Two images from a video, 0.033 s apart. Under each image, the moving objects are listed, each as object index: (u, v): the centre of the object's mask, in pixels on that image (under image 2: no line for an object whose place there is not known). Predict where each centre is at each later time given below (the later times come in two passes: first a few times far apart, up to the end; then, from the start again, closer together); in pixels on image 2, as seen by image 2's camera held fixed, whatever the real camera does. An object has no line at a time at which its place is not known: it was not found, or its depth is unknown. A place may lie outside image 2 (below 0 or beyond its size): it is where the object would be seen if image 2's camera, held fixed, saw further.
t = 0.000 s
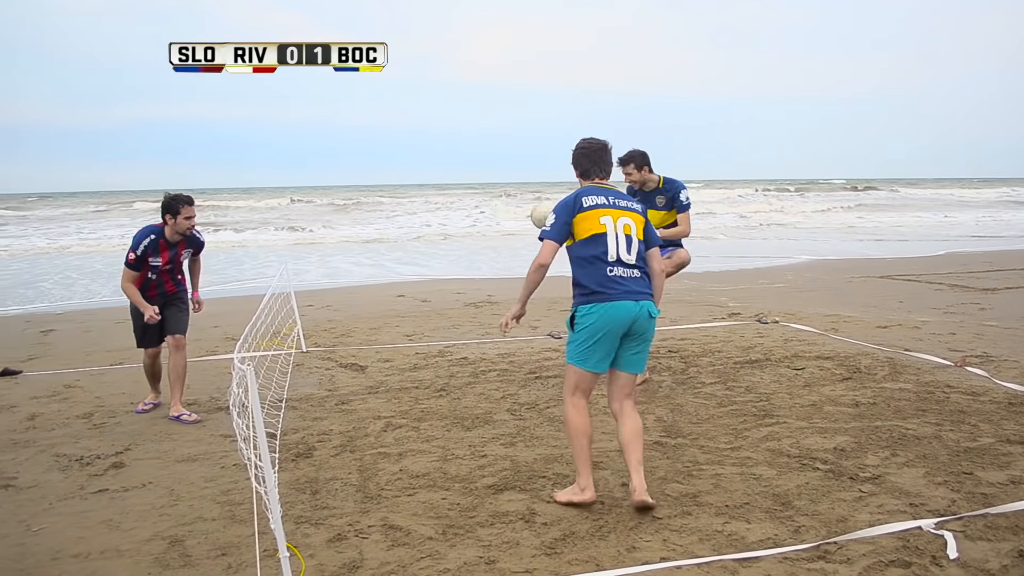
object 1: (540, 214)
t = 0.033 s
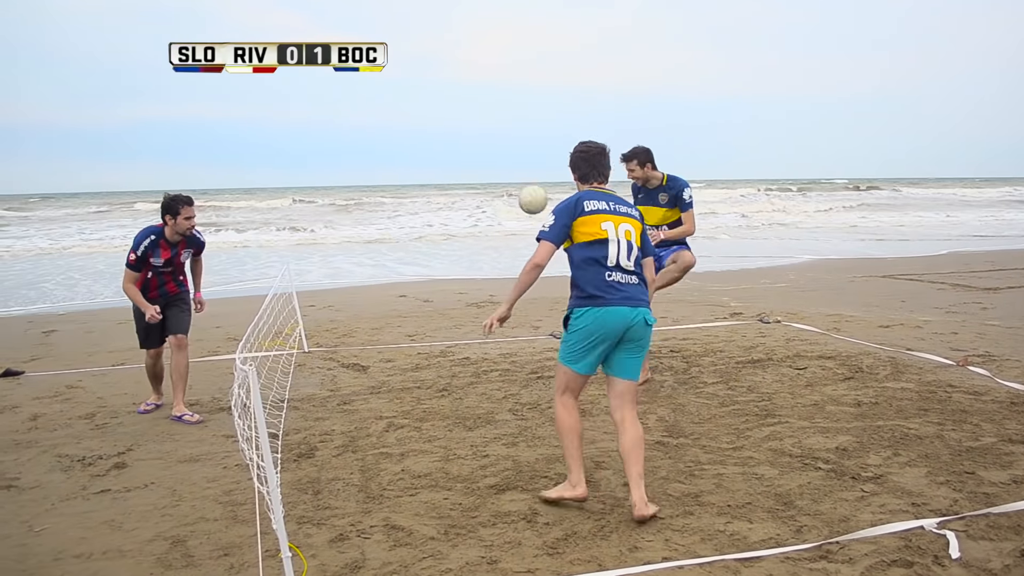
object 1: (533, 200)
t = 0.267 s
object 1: (444, 145)
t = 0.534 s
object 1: (359, 169)
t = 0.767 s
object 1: (296, 251)
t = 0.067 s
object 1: (519, 187)
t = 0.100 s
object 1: (505, 177)
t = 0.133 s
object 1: (493, 167)
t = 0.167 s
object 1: (481, 160)
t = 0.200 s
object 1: (468, 153)
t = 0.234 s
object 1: (456, 149)
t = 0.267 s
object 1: (444, 145)
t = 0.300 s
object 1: (432, 143)
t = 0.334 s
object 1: (421, 143)
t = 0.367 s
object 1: (410, 146)
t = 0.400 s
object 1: (399, 147)
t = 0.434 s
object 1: (388, 151)
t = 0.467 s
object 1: (378, 155)
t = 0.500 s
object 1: (368, 162)
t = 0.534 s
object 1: (359, 169)
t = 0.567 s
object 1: (349, 177)
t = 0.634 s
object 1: (331, 197)
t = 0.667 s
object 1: (322, 209)
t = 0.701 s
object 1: (314, 221)
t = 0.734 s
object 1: (306, 235)
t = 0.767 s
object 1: (296, 251)
